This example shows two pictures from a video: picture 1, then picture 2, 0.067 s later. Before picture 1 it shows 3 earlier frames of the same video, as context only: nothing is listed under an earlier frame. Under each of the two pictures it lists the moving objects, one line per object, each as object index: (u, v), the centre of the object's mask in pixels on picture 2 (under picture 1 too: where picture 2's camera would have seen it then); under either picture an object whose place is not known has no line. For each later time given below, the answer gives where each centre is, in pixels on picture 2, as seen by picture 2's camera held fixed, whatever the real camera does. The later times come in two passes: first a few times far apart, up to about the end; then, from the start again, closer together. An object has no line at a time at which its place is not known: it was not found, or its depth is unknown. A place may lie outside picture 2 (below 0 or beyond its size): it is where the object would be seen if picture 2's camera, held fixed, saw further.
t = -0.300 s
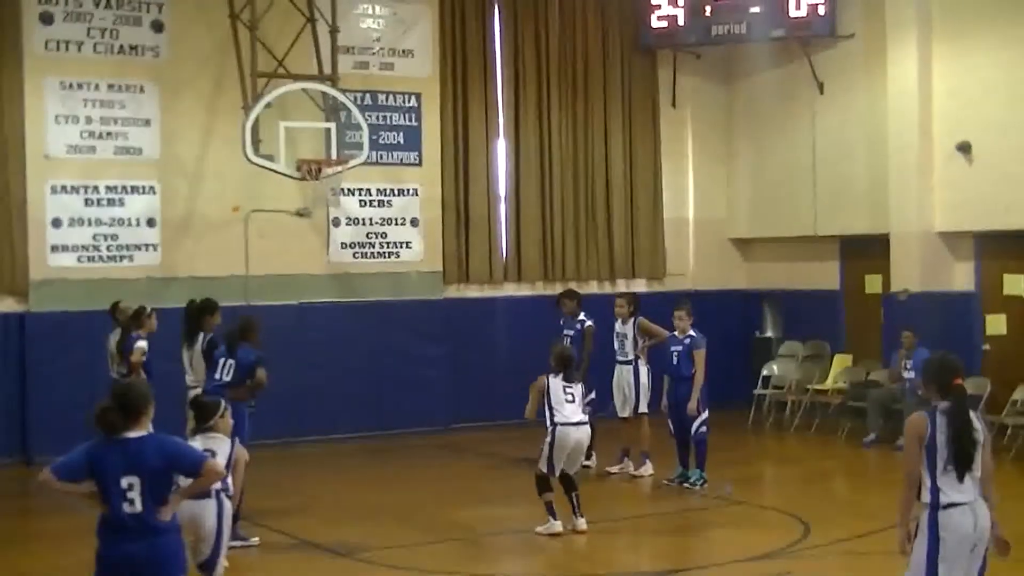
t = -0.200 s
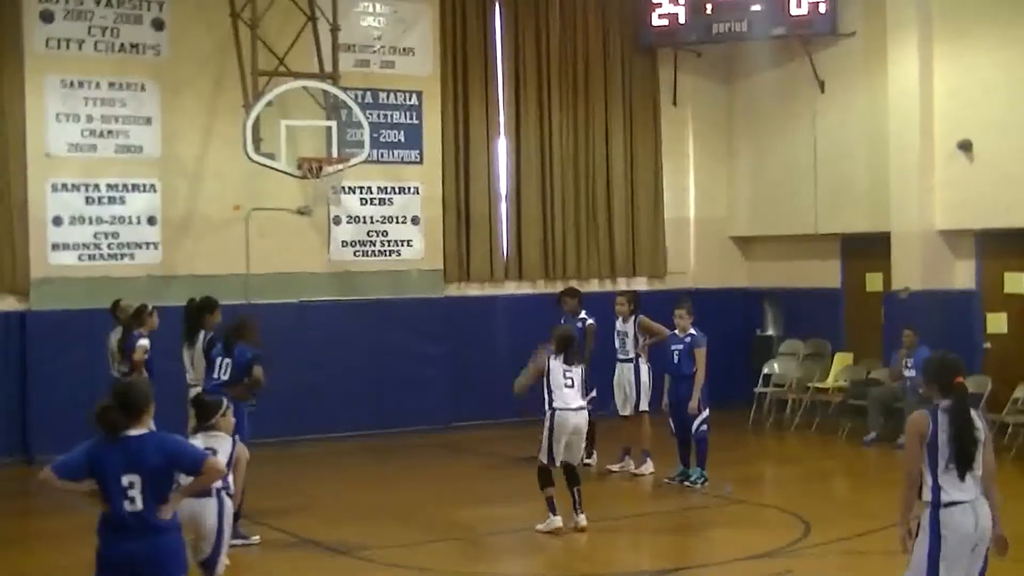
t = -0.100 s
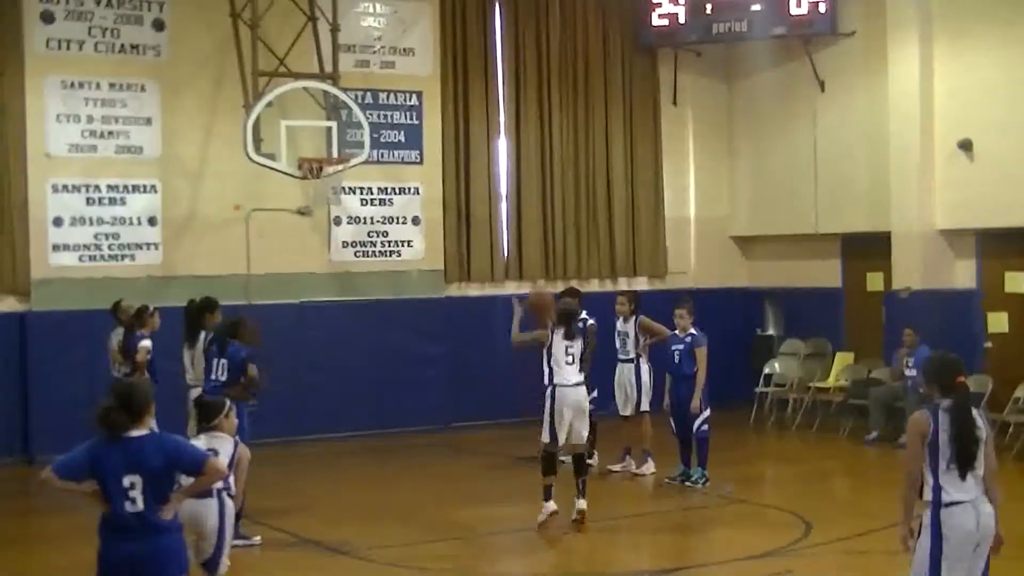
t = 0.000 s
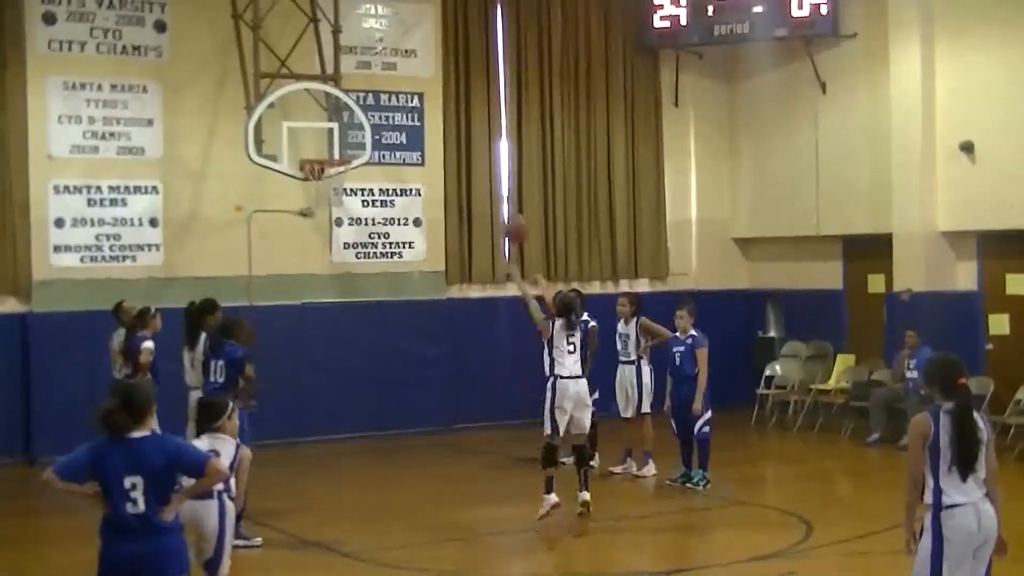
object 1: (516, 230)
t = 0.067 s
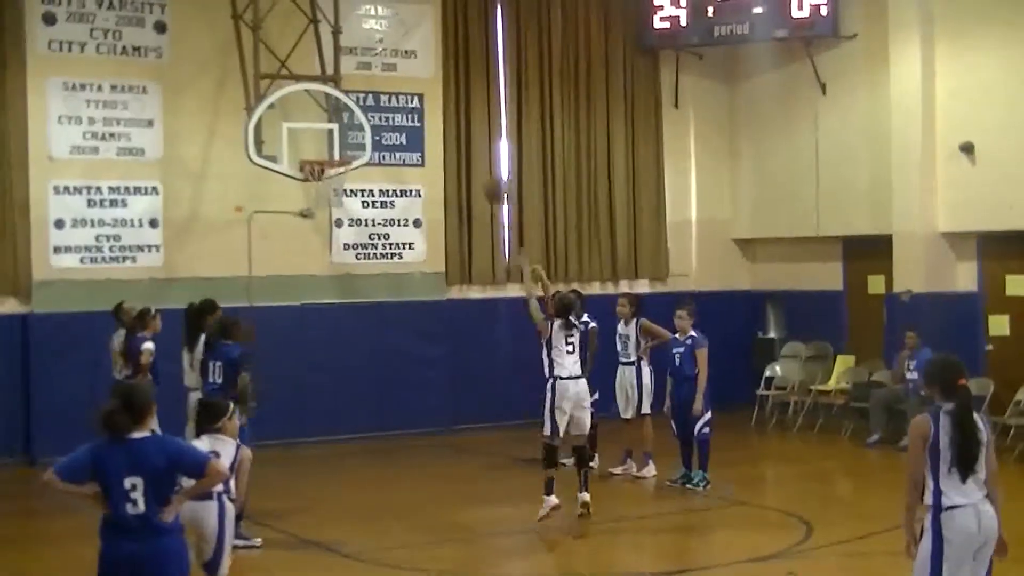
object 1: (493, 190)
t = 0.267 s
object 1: (447, 103)
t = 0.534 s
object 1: (393, 72)
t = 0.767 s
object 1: (352, 106)
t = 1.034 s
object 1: (324, 133)
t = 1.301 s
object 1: (315, 146)
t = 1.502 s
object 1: (309, 207)
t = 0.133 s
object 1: (478, 154)
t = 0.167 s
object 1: (471, 139)
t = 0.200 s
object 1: (465, 126)
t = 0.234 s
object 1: (457, 113)
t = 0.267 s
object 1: (447, 103)
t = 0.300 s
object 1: (439, 94)
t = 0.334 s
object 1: (434, 88)
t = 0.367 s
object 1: (426, 81)
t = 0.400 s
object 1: (419, 77)
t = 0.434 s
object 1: (412, 74)
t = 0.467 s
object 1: (406, 72)
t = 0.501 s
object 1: (399, 71)
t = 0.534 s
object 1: (393, 72)
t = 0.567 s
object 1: (387, 73)
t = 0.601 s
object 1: (380, 76)
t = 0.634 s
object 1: (374, 80)
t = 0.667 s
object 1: (369, 85)
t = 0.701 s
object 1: (363, 90)
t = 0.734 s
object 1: (357, 98)
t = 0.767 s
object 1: (352, 106)
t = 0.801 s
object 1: (346, 116)
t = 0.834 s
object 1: (341, 120)
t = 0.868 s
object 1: (334, 138)
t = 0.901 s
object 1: (329, 147)
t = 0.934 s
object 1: (328, 146)
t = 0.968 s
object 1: (326, 141)
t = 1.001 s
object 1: (325, 137)
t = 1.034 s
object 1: (324, 133)
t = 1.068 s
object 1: (323, 131)
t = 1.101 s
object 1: (322, 130)
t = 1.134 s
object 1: (321, 130)
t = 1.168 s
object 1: (320, 130)
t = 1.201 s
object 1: (319, 133)
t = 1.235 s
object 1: (318, 136)
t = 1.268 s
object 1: (317, 140)
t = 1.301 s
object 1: (315, 146)
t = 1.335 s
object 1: (314, 152)
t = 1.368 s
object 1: (313, 160)
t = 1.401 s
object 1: (313, 170)
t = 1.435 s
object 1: (312, 176)
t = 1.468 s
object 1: (310, 193)
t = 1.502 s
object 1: (309, 207)
